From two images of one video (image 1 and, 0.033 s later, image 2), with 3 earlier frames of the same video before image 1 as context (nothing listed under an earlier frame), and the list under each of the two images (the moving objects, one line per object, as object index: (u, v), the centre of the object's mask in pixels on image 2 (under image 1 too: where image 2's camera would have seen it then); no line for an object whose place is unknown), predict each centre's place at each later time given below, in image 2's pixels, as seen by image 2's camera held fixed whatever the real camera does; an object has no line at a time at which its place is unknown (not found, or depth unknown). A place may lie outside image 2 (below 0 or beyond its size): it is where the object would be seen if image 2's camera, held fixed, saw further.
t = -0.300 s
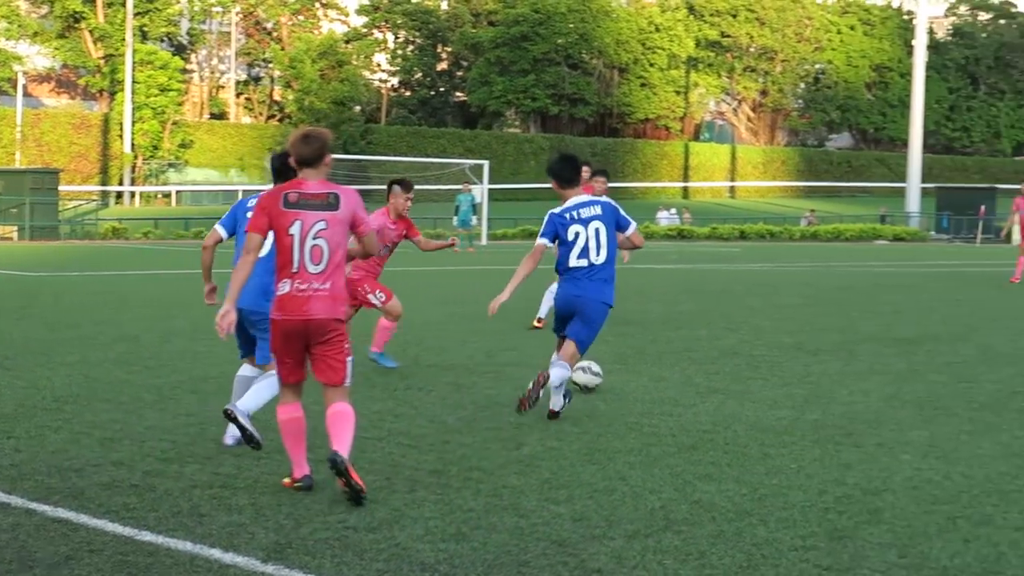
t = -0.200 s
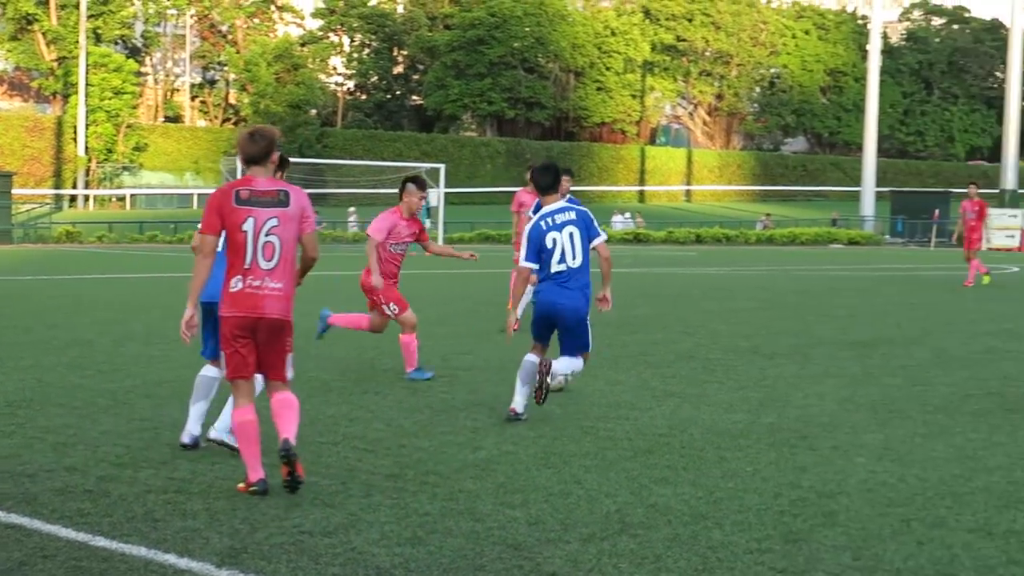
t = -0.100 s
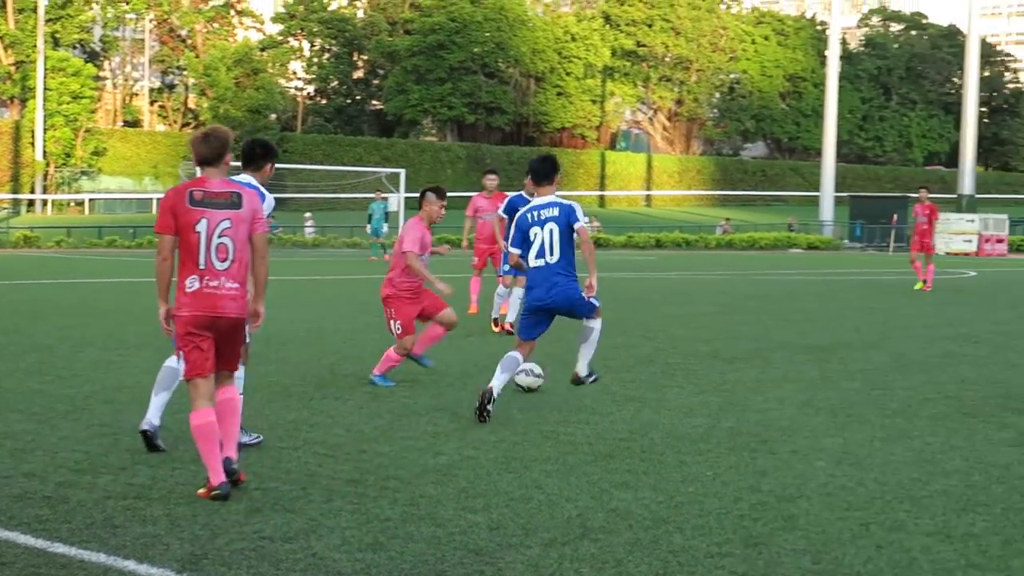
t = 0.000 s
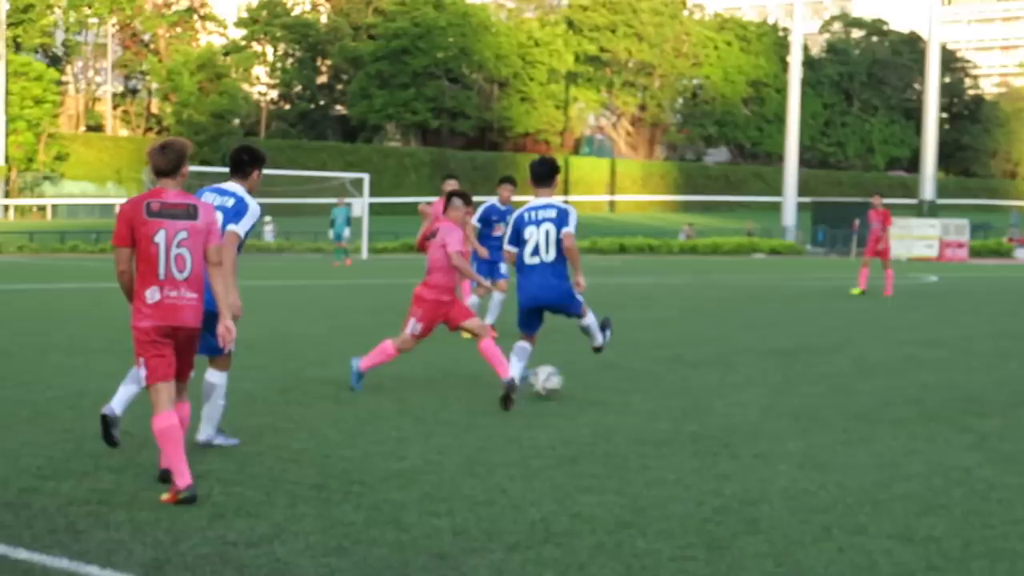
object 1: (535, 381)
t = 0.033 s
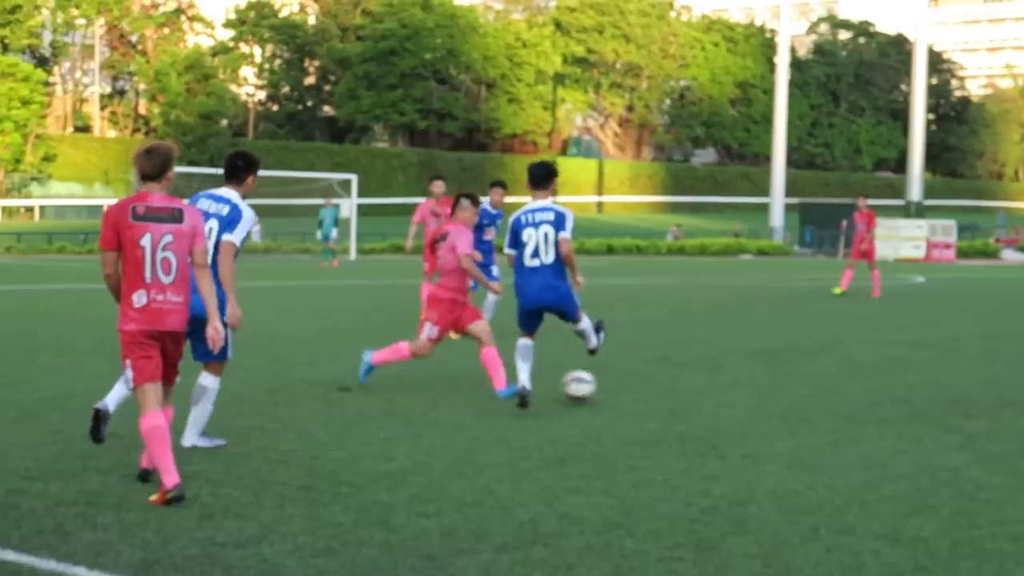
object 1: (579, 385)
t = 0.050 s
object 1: (601, 387)
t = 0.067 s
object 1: (624, 392)
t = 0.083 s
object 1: (648, 396)
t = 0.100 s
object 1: (672, 399)
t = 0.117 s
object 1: (693, 403)
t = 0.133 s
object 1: (717, 402)
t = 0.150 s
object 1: (740, 404)
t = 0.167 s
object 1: (761, 406)
